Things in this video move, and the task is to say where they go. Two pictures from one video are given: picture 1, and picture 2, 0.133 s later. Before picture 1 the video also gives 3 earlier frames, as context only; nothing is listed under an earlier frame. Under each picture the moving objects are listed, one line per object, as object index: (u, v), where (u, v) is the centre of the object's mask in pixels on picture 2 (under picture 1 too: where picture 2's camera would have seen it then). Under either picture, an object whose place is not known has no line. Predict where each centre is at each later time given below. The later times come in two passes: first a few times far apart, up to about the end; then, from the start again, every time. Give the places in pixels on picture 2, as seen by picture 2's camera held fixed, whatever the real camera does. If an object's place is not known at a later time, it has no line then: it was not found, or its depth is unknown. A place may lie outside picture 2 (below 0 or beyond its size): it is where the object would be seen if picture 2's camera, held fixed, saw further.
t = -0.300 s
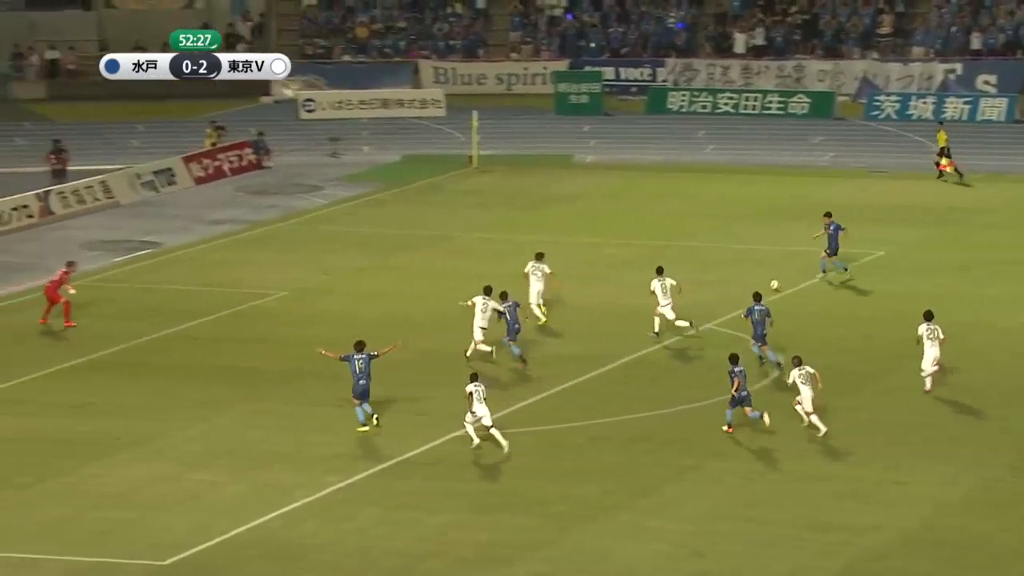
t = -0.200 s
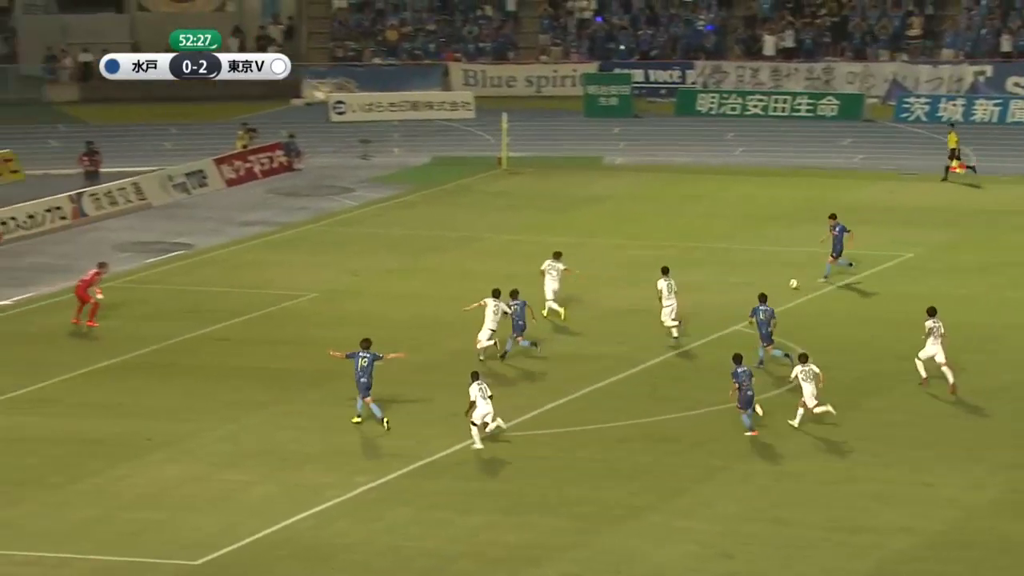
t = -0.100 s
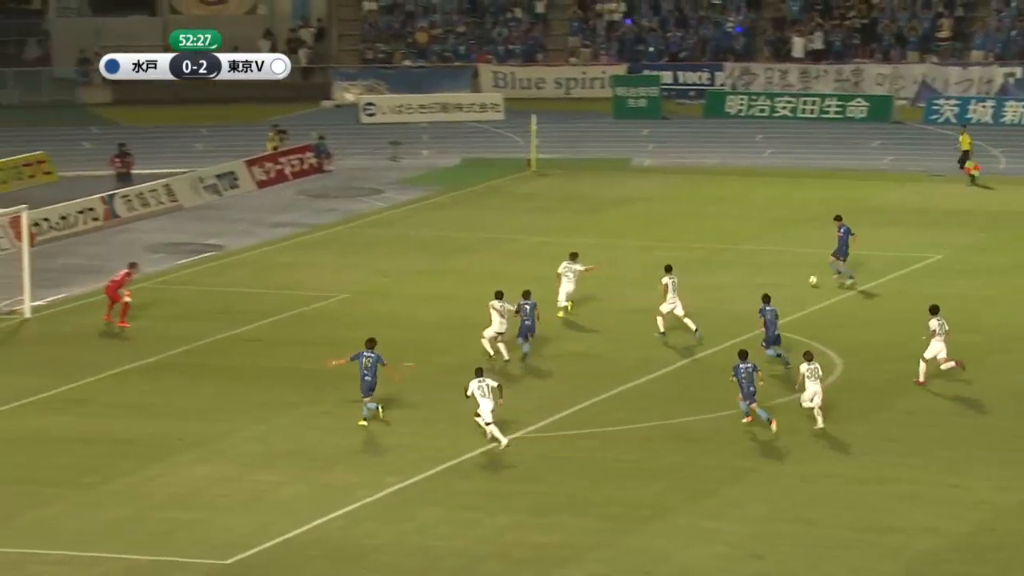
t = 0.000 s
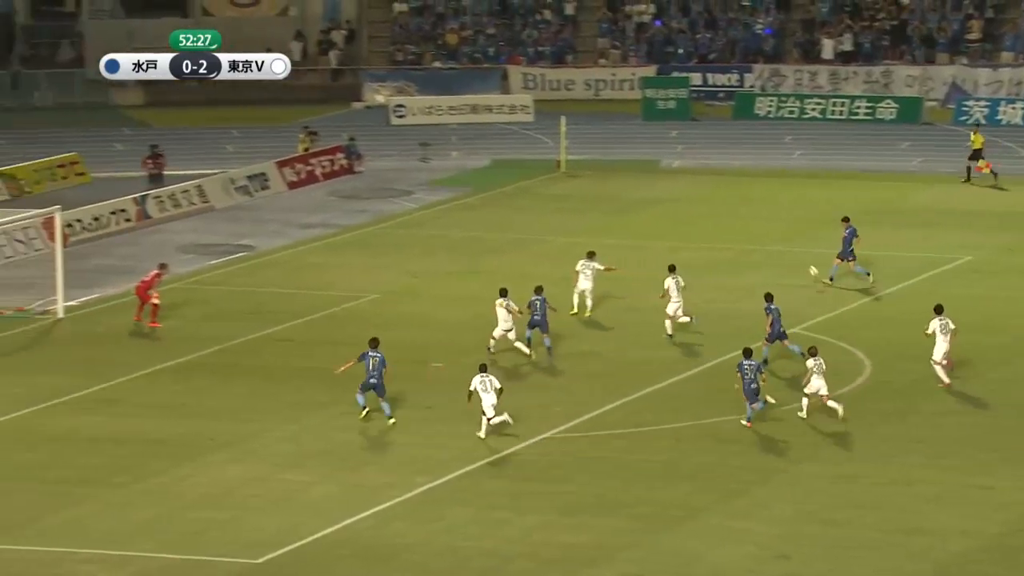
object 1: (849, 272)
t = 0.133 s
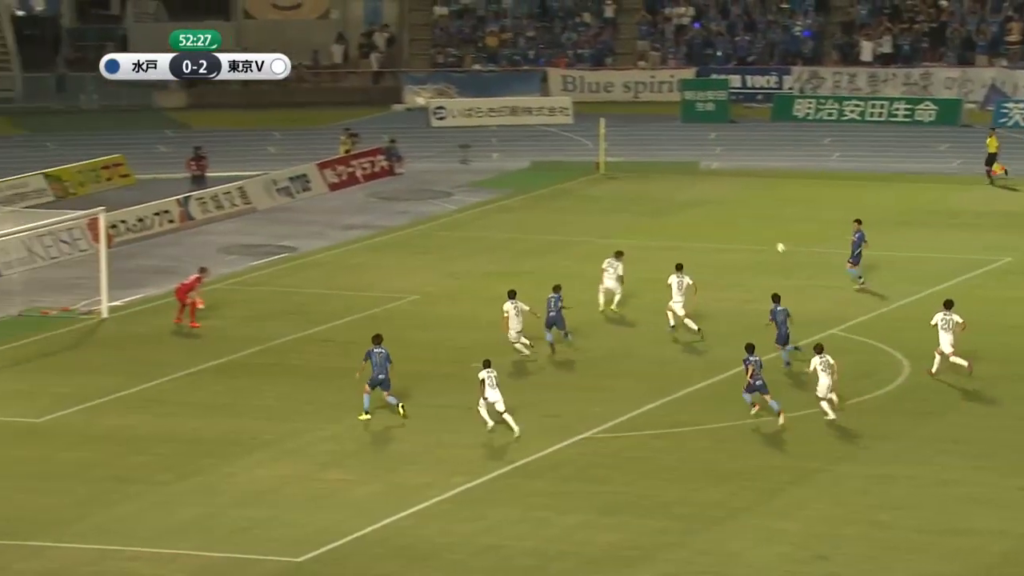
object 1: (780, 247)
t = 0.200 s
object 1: (747, 236)
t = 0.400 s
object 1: (648, 211)
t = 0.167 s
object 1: (763, 241)
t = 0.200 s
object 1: (747, 236)
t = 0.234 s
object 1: (730, 231)
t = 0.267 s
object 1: (714, 226)
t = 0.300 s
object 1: (697, 222)
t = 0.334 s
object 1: (681, 218)
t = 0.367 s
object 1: (665, 214)
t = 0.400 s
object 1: (648, 211)
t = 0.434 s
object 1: (633, 209)
